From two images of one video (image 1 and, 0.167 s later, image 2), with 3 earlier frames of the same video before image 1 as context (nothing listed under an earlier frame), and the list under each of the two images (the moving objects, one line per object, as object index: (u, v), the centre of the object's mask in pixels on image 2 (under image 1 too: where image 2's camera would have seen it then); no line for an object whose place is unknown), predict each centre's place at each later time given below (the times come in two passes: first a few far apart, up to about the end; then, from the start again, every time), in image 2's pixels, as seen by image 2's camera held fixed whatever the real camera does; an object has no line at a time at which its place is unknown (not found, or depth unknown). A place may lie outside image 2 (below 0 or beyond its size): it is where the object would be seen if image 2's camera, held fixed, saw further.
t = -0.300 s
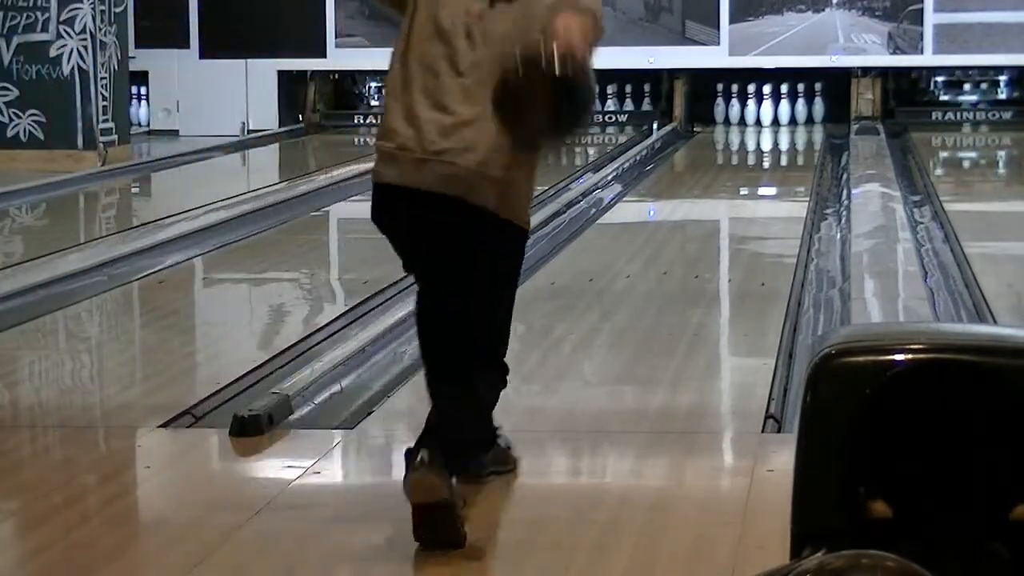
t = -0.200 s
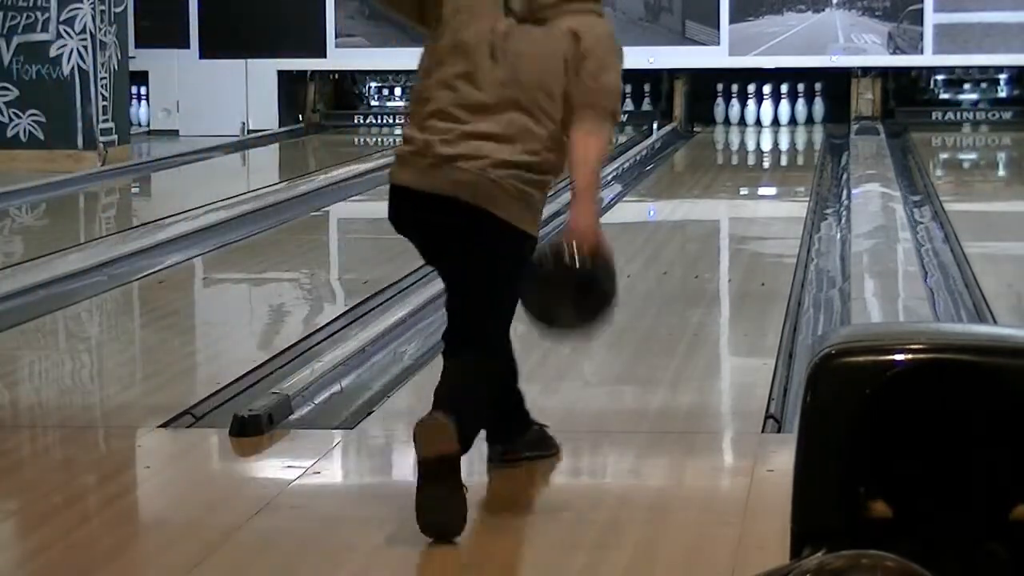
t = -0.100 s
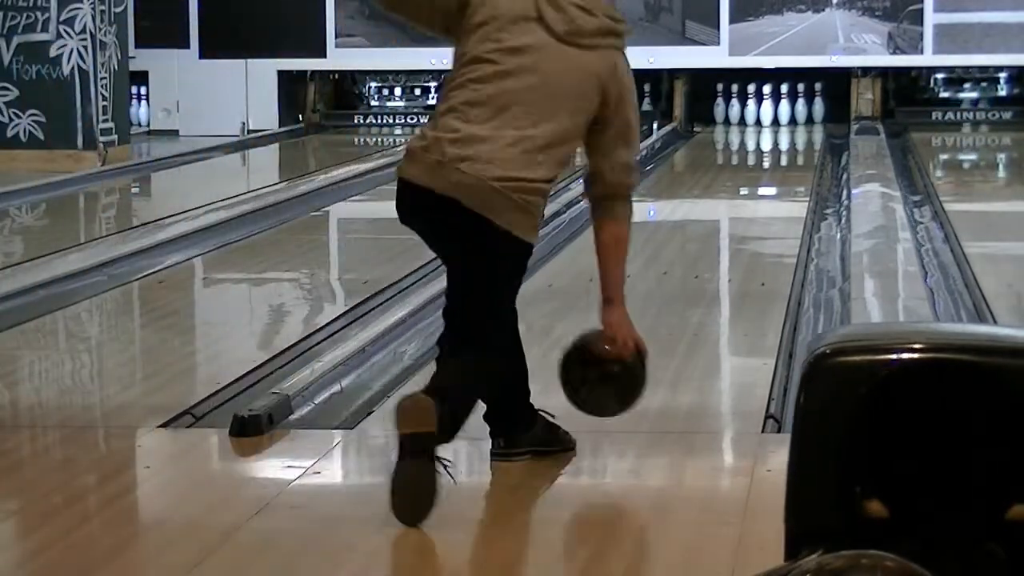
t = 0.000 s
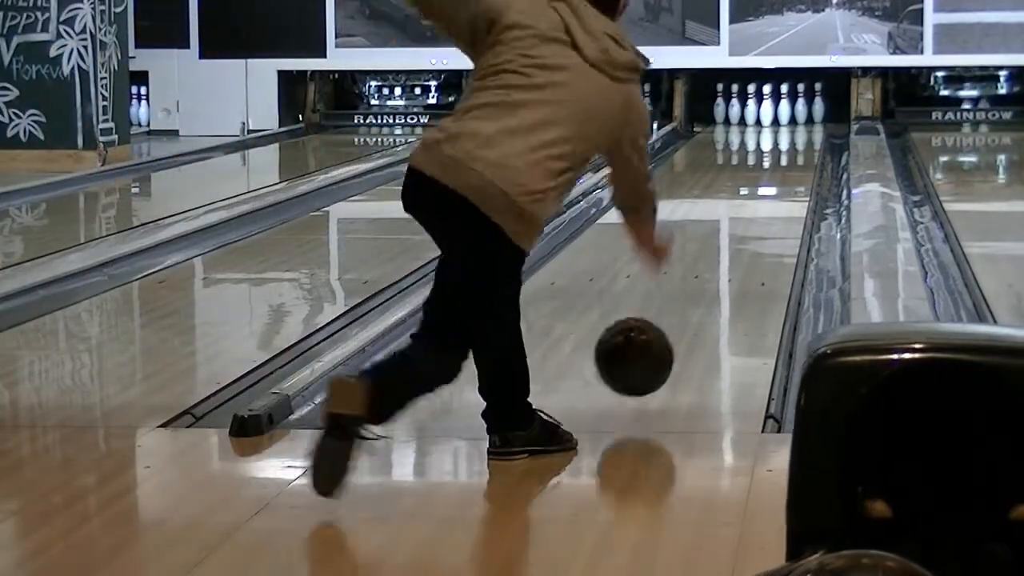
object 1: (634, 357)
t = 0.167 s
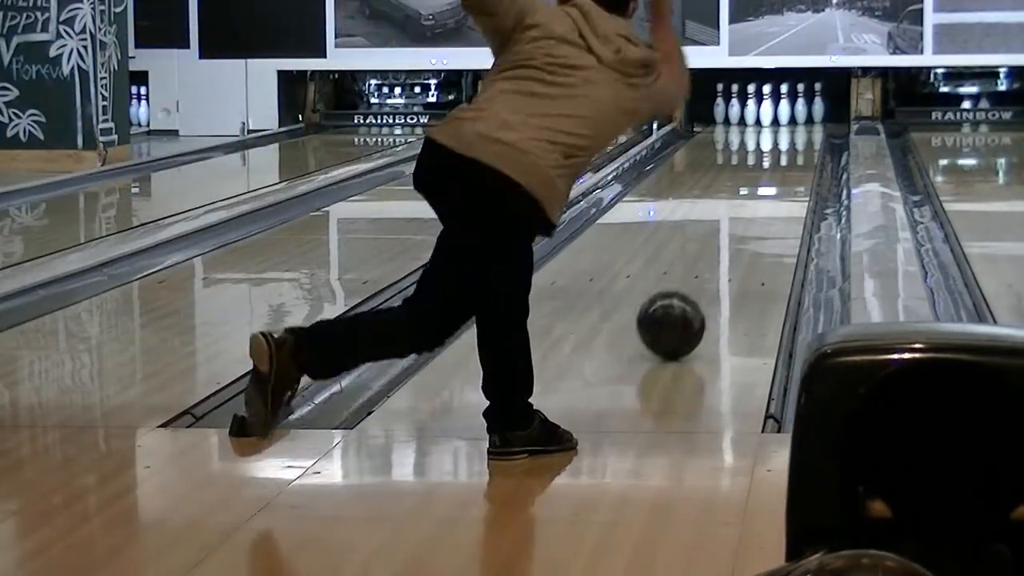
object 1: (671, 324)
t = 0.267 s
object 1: (688, 300)
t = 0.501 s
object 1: (719, 257)
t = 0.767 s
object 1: (743, 221)
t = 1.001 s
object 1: (757, 197)
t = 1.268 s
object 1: (769, 176)
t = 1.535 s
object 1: (777, 158)
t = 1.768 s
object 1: (780, 146)
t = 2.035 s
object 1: (781, 136)
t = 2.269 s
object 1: (777, 128)
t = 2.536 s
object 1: (769, 120)
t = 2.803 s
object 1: (757, 114)
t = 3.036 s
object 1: (749, 114)
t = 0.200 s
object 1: (677, 316)
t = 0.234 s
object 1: (683, 308)
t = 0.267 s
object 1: (688, 300)
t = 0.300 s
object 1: (693, 292)
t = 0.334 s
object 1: (698, 286)
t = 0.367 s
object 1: (703, 279)
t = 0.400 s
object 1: (707, 273)
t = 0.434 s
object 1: (711, 268)
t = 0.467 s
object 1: (715, 262)
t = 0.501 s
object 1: (719, 257)
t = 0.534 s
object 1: (723, 252)
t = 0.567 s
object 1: (726, 247)
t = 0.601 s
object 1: (729, 242)
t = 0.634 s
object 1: (732, 237)
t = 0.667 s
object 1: (735, 233)
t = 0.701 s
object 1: (738, 229)
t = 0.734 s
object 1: (740, 225)
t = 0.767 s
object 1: (743, 221)
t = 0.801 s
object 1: (745, 217)
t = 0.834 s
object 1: (747, 213)
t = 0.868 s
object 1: (750, 209)
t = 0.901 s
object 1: (752, 206)
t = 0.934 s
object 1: (753, 203)
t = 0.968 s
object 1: (756, 200)
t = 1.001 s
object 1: (757, 197)
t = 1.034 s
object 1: (759, 193)
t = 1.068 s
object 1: (760, 191)
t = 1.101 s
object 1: (762, 188)
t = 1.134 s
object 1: (763, 185)
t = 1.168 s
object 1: (765, 183)
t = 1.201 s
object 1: (766, 181)
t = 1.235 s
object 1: (767, 179)
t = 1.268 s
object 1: (769, 176)
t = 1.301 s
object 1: (770, 174)
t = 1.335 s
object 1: (770, 171)
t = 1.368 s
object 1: (772, 169)
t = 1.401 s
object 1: (773, 167)
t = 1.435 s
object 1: (775, 165)
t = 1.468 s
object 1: (775, 163)
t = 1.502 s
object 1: (776, 161)
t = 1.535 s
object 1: (777, 158)
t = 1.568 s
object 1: (776, 156)
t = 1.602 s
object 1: (777, 155)
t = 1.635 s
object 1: (778, 153)
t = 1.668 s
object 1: (778, 152)
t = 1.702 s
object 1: (779, 149)
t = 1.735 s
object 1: (780, 148)
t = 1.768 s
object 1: (780, 146)
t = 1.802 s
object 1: (780, 145)
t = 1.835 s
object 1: (780, 143)
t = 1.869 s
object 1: (780, 142)
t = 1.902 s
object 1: (780, 141)
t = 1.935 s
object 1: (780, 140)
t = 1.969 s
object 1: (781, 138)
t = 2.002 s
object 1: (781, 137)
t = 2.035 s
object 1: (781, 136)
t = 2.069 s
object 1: (781, 134)
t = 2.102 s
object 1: (781, 133)
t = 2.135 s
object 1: (780, 132)
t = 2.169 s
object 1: (779, 130)
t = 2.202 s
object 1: (778, 130)
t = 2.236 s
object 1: (778, 128)
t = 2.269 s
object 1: (777, 128)
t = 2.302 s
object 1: (776, 126)
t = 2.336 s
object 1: (775, 125)
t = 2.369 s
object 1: (775, 124)
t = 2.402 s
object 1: (774, 124)
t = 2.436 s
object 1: (772, 123)
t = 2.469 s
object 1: (771, 122)
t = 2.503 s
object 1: (770, 121)
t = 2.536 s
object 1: (769, 120)
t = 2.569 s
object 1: (768, 119)
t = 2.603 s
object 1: (766, 119)
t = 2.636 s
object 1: (766, 118)
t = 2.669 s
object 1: (764, 117)
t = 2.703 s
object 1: (764, 117)
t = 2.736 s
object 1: (761, 116)
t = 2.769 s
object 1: (758, 115)
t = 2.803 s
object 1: (757, 114)
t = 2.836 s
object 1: (756, 114)
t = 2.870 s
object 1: (754, 113)
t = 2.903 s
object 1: (753, 113)
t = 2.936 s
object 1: (753, 113)
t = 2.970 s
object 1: (752, 114)
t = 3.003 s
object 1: (750, 114)
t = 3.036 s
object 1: (749, 114)
